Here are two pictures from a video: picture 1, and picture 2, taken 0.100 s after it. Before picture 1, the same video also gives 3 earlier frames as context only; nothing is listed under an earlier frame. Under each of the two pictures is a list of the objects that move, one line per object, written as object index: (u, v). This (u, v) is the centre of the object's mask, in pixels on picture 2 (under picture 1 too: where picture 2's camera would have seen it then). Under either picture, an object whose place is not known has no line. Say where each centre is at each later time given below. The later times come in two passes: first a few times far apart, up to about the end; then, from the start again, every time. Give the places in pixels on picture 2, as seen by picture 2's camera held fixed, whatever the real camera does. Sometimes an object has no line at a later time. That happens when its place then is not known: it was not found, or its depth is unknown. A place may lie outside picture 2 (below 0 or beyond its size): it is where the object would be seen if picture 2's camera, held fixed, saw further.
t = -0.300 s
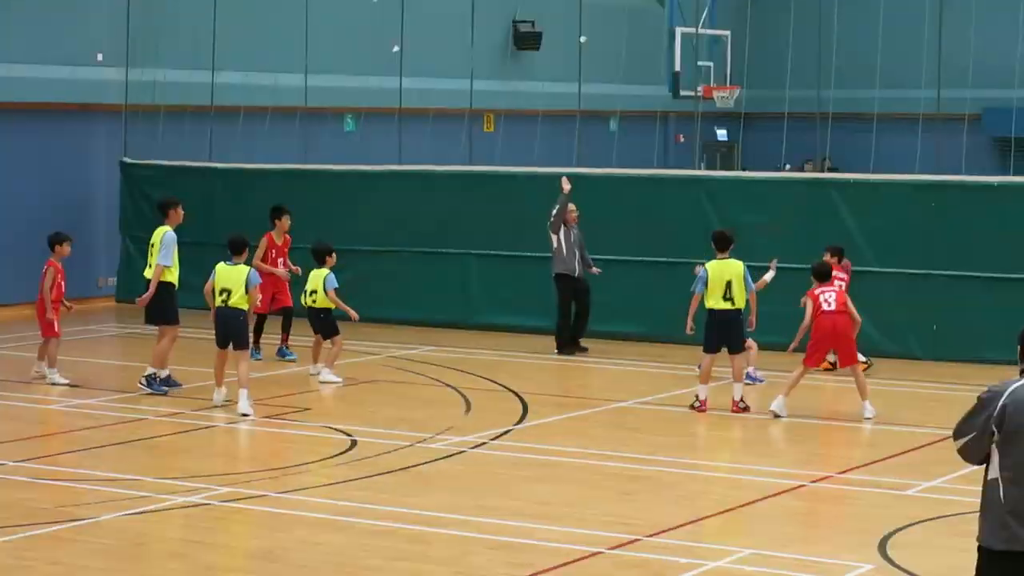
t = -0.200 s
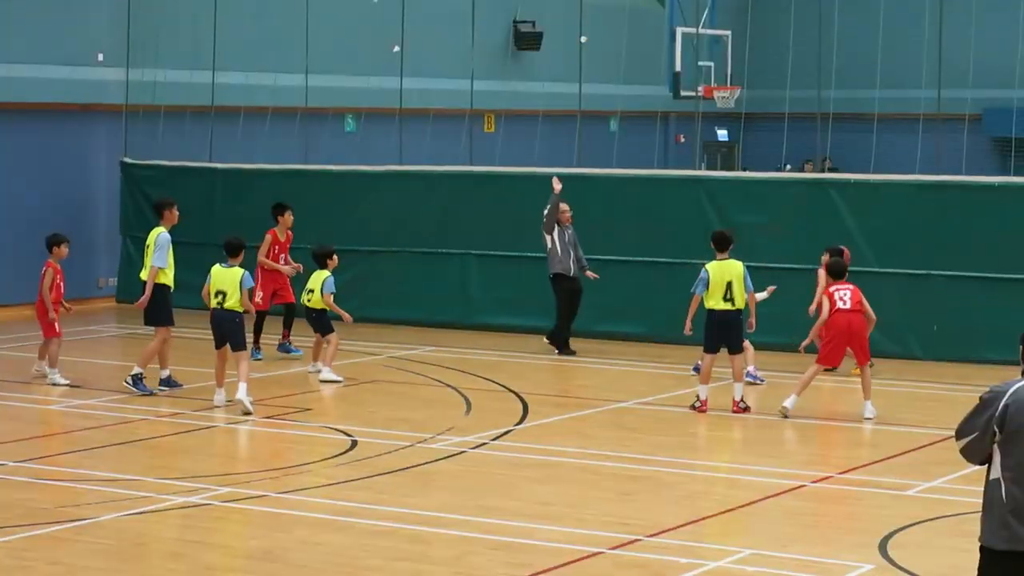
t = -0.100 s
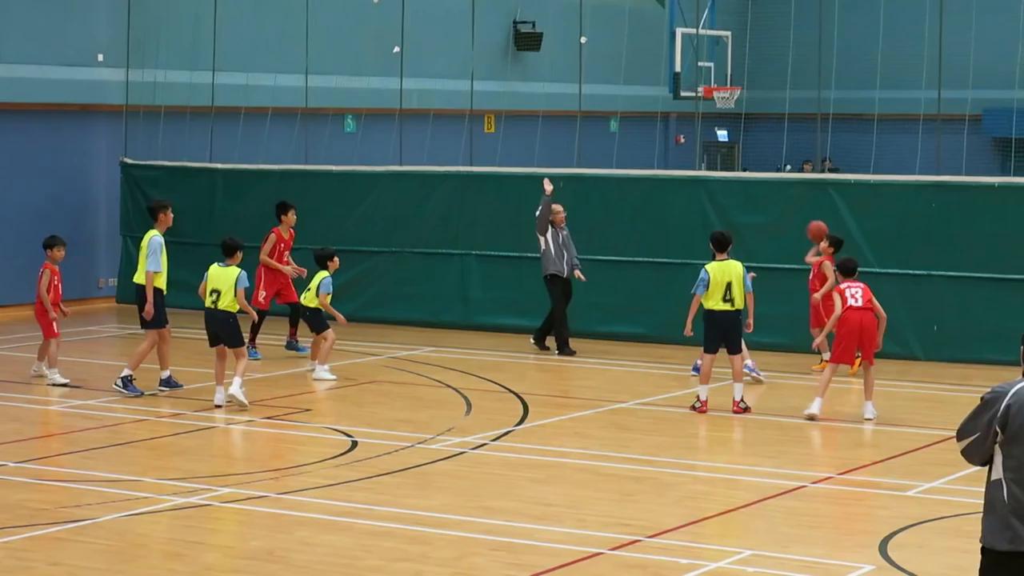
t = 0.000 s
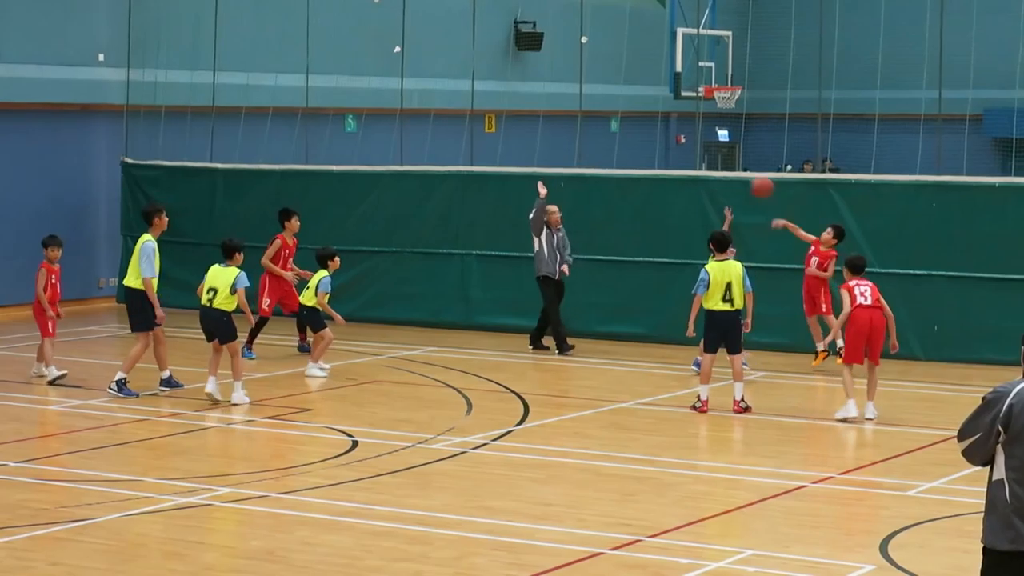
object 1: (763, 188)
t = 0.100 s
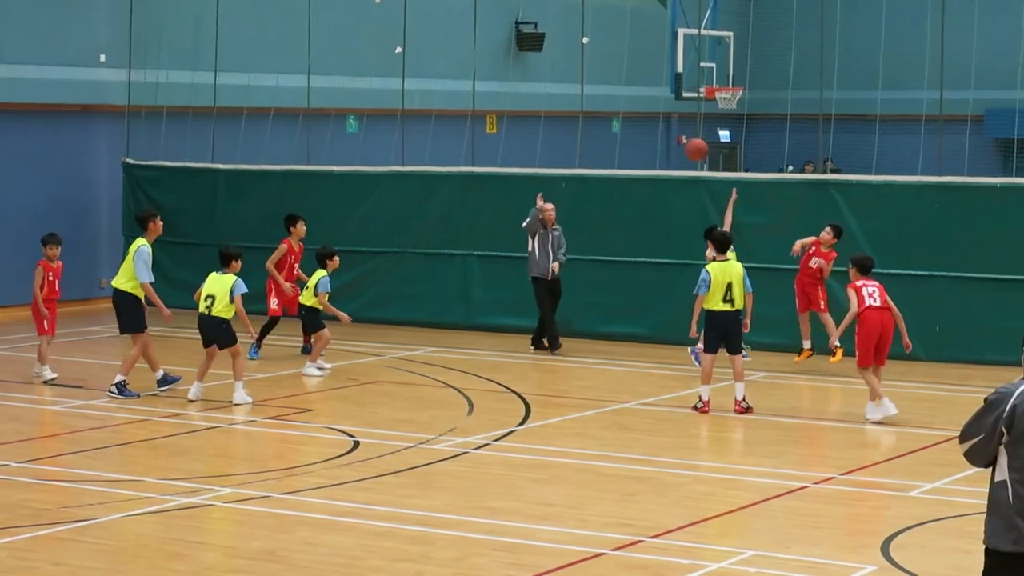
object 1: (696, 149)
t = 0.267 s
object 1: (579, 104)
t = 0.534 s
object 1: (379, 82)
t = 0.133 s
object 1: (673, 138)
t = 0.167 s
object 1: (650, 128)
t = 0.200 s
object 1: (627, 118)
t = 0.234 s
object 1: (603, 110)
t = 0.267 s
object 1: (579, 104)
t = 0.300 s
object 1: (555, 98)
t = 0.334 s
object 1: (530, 92)
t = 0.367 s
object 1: (506, 88)
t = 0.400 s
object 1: (481, 85)
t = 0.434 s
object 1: (456, 82)
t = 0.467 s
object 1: (430, 81)
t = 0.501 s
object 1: (405, 81)
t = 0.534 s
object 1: (379, 82)
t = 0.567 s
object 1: (353, 84)
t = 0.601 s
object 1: (327, 87)
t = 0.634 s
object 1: (300, 92)
